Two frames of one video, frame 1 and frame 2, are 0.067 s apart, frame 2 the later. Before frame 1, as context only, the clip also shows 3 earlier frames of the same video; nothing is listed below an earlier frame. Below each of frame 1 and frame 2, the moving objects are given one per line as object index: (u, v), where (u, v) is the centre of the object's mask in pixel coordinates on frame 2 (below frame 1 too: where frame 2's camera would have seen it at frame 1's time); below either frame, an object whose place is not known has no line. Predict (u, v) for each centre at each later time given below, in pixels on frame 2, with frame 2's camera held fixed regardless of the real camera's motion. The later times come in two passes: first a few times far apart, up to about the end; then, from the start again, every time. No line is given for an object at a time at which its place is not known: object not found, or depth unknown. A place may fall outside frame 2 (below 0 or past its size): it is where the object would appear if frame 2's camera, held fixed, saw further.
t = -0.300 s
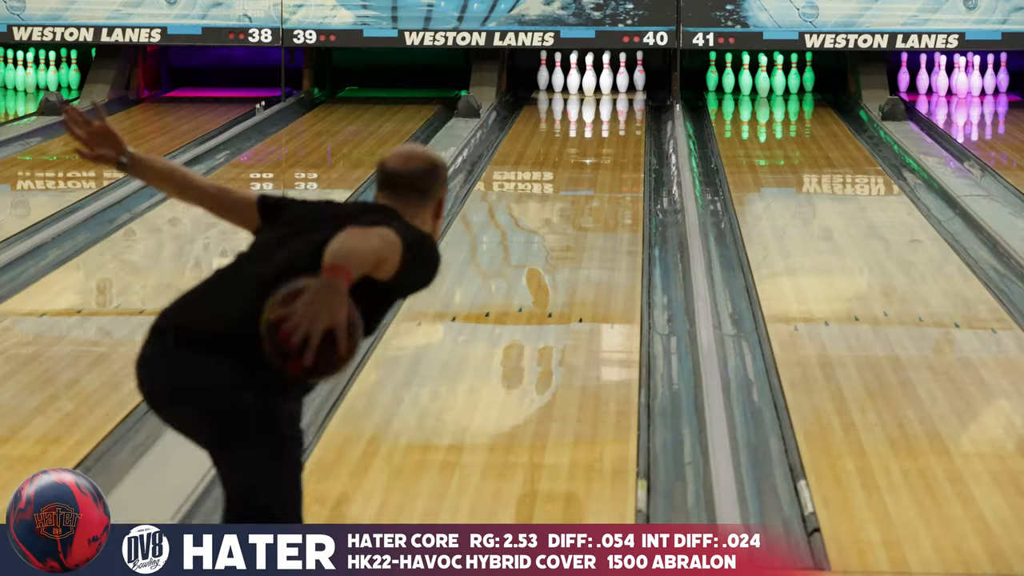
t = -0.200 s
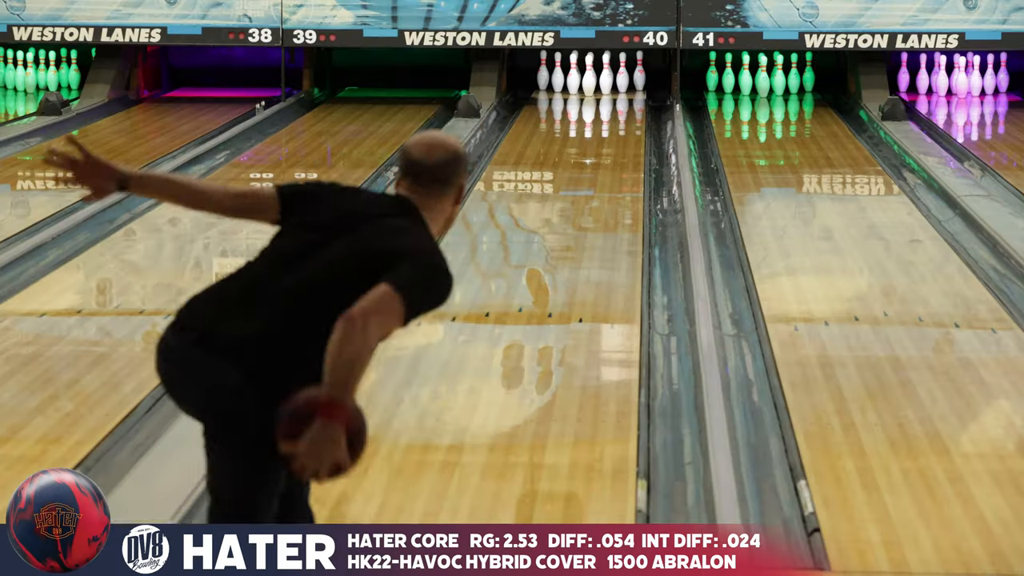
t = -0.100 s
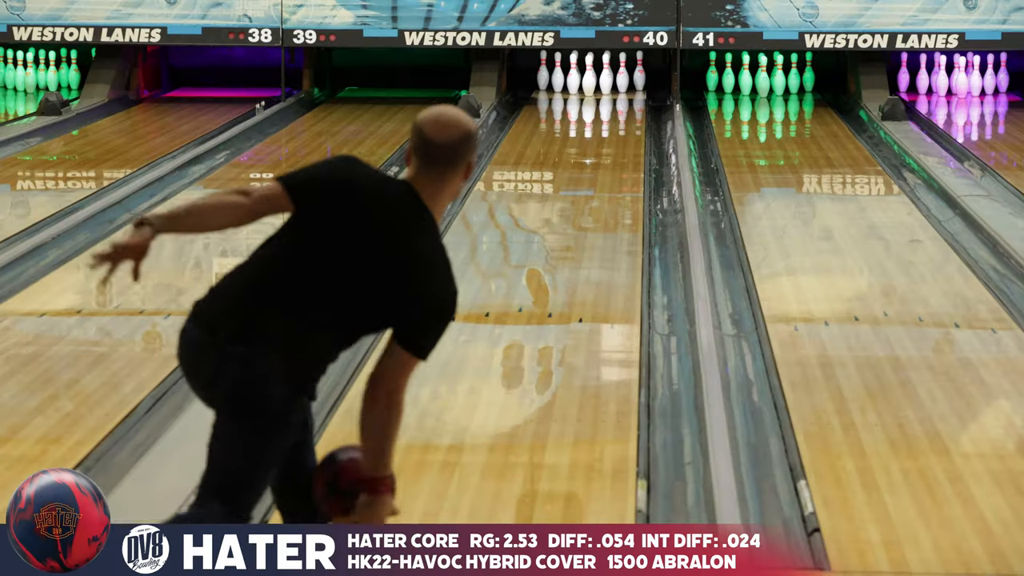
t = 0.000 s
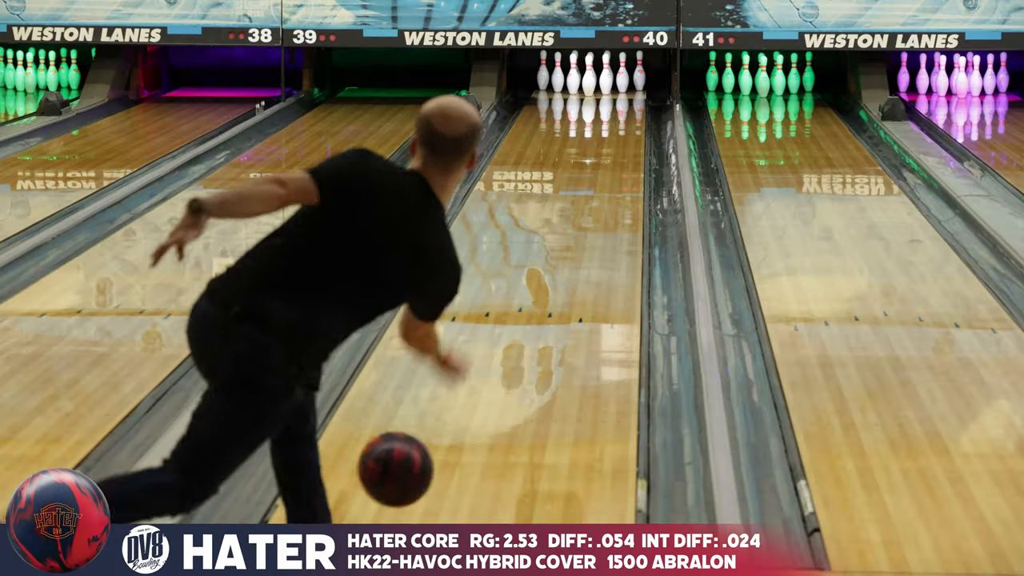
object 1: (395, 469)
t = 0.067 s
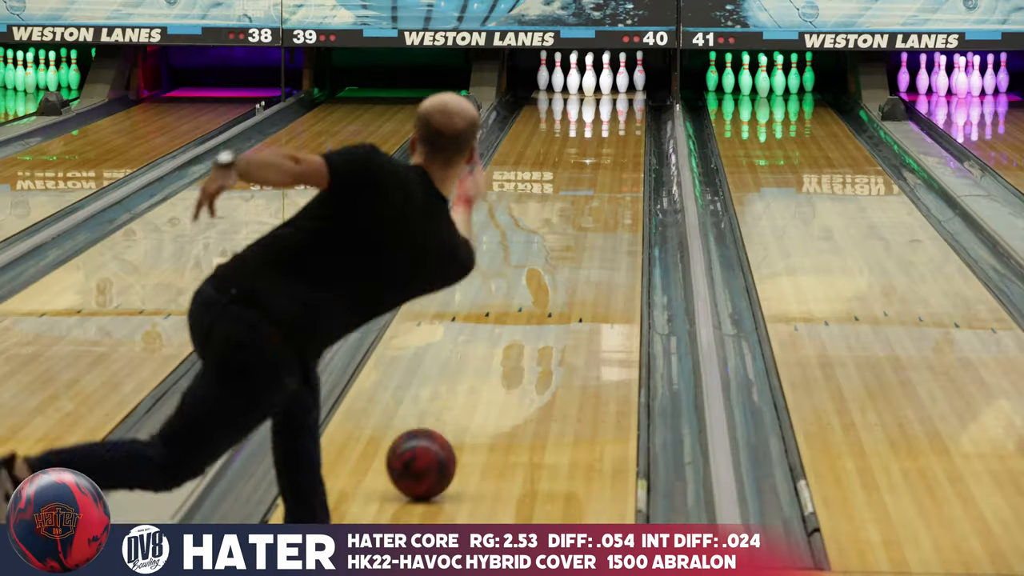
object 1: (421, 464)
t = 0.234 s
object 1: (472, 388)
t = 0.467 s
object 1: (523, 311)
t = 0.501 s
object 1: (529, 302)
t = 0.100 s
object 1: (432, 444)
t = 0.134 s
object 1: (443, 428)
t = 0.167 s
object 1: (453, 416)
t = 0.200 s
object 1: (463, 402)
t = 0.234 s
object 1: (472, 388)
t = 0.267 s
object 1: (480, 375)
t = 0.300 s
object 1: (488, 363)
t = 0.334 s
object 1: (496, 352)
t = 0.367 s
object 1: (503, 341)
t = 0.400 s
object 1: (510, 331)
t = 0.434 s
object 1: (516, 321)
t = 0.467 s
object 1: (523, 311)
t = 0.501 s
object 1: (529, 302)
